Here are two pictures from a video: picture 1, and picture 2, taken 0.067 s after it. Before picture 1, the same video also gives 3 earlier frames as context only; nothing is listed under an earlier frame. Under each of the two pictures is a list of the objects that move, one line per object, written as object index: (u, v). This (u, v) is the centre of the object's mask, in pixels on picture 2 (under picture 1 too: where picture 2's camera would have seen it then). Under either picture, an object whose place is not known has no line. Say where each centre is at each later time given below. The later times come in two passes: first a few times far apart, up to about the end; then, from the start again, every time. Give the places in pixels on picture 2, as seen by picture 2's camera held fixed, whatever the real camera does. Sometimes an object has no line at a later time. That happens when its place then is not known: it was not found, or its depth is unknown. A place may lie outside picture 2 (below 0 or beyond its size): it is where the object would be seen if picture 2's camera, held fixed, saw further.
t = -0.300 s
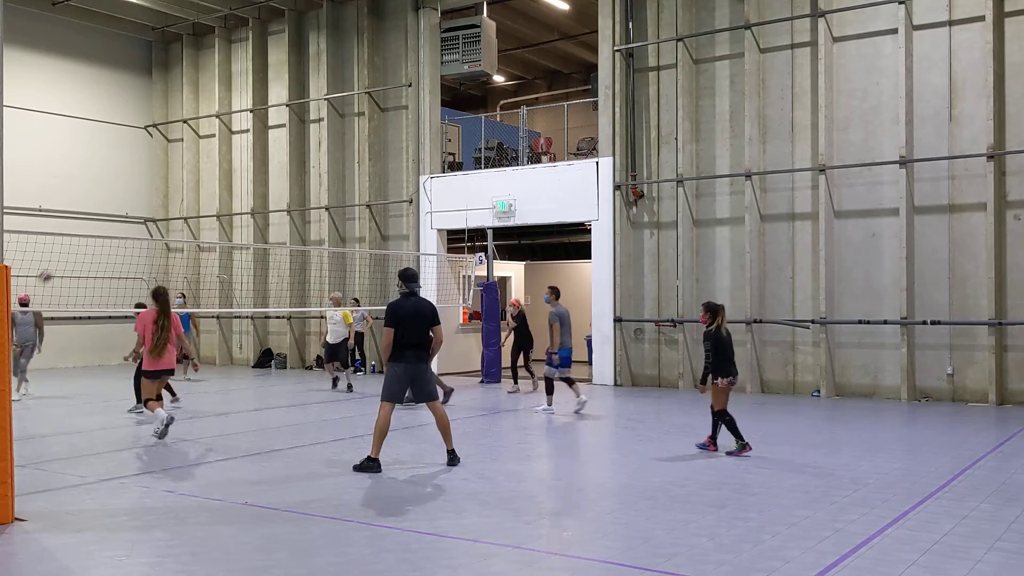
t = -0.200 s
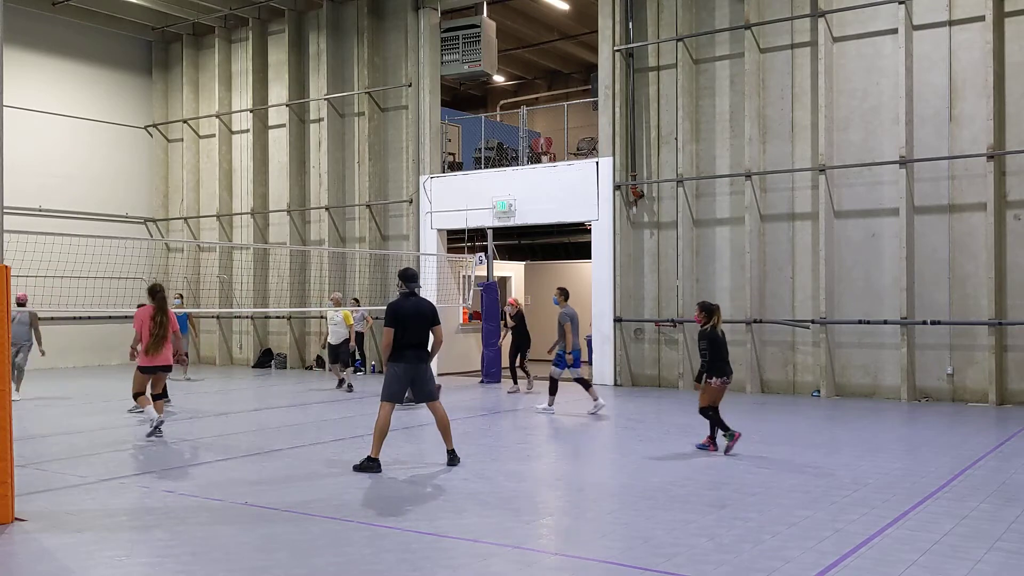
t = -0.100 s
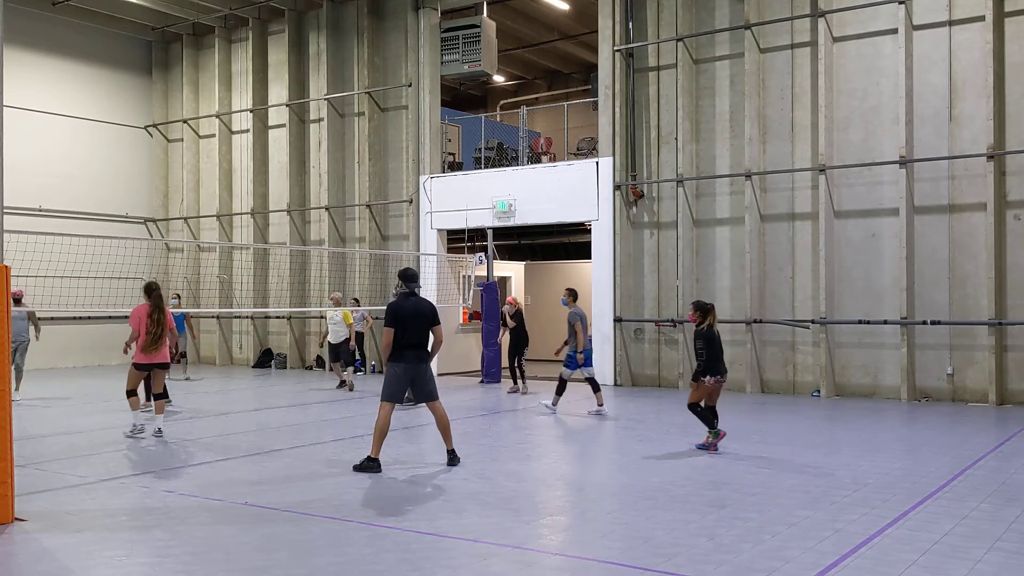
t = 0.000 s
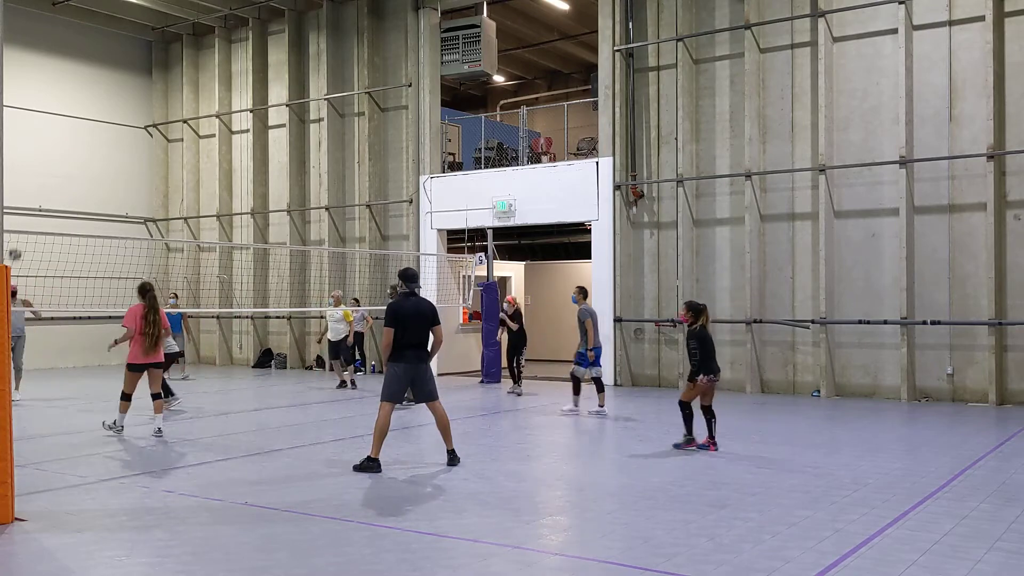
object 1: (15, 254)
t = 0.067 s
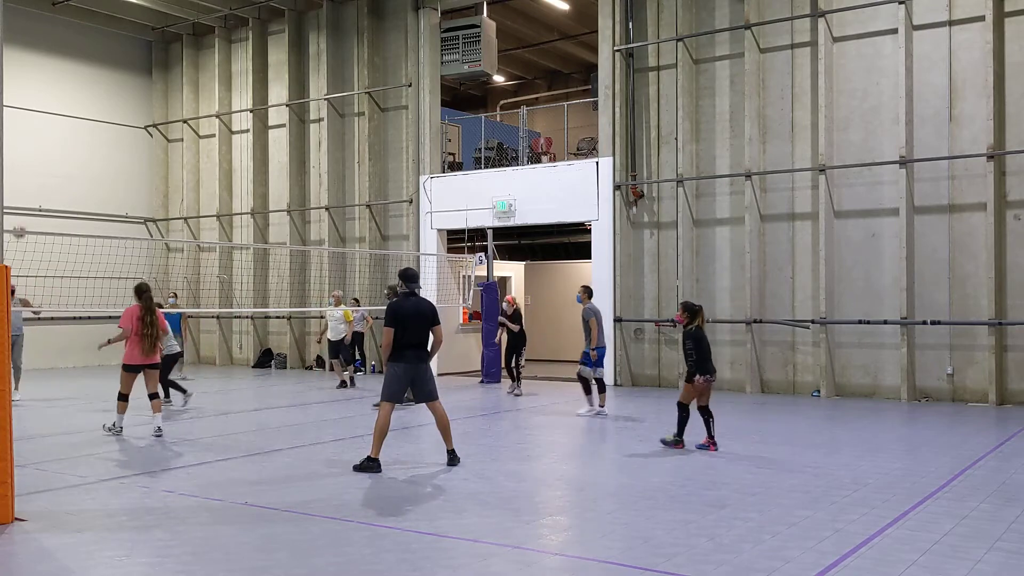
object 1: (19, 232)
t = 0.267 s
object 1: (32, 183)
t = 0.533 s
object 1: (50, 157)
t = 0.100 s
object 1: (21, 222)
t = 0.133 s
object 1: (23, 213)
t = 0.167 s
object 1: (25, 204)
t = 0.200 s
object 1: (28, 197)
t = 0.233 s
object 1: (30, 190)
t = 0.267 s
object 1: (32, 183)
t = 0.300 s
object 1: (34, 178)
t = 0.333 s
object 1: (37, 173)
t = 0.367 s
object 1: (39, 168)
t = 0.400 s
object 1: (41, 164)
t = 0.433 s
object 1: (43, 162)
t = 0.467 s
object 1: (45, 159)
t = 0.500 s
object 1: (48, 158)
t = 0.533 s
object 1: (50, 157)
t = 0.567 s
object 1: (52, 157)
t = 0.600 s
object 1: (54, 158)
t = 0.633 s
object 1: (56, 159)
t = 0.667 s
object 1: (59, 161)
